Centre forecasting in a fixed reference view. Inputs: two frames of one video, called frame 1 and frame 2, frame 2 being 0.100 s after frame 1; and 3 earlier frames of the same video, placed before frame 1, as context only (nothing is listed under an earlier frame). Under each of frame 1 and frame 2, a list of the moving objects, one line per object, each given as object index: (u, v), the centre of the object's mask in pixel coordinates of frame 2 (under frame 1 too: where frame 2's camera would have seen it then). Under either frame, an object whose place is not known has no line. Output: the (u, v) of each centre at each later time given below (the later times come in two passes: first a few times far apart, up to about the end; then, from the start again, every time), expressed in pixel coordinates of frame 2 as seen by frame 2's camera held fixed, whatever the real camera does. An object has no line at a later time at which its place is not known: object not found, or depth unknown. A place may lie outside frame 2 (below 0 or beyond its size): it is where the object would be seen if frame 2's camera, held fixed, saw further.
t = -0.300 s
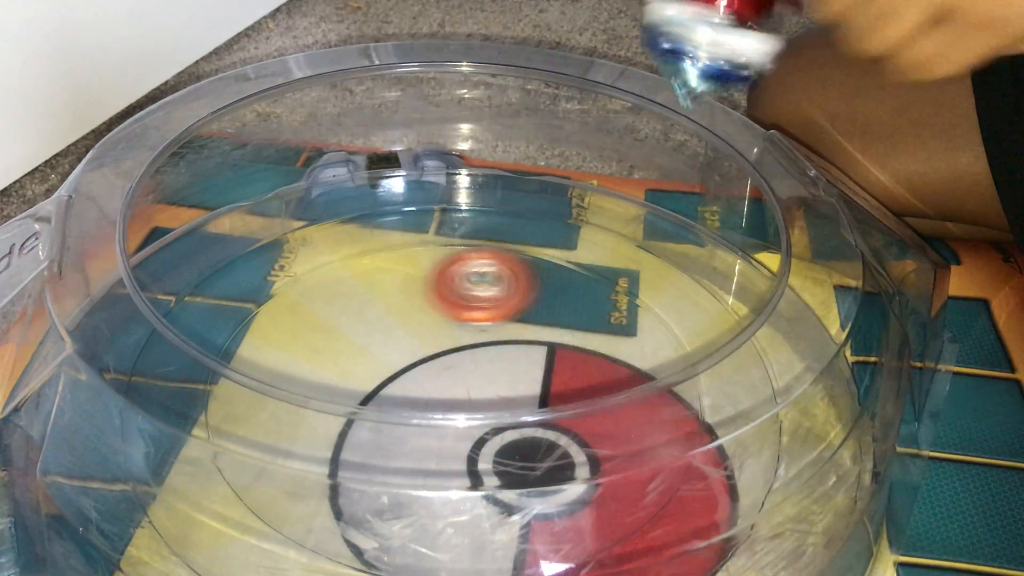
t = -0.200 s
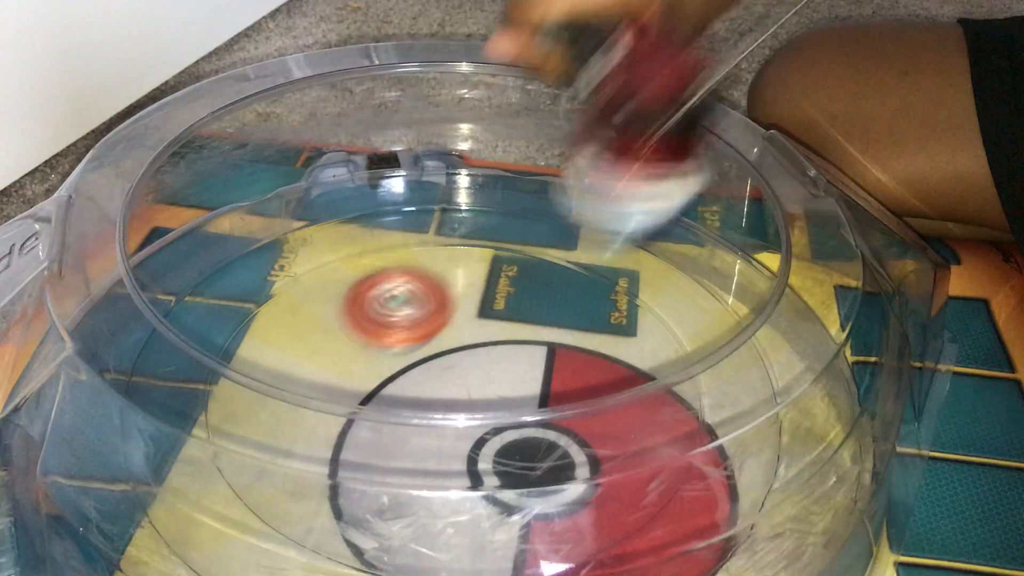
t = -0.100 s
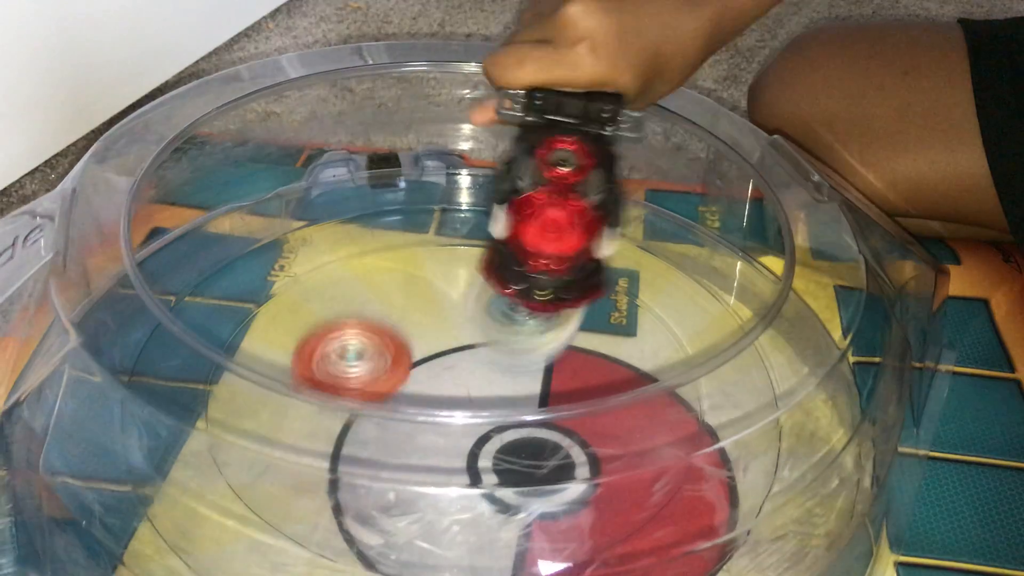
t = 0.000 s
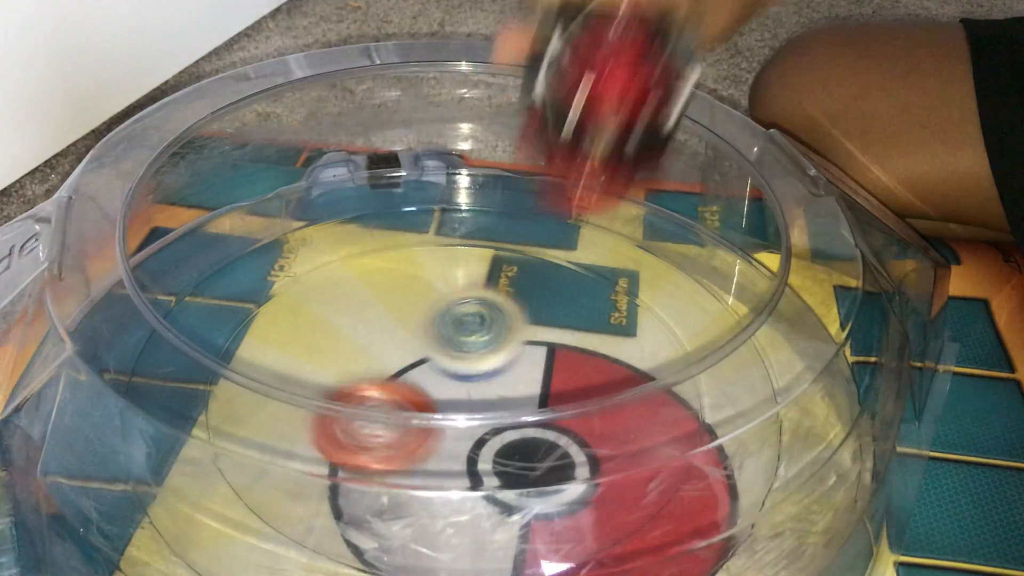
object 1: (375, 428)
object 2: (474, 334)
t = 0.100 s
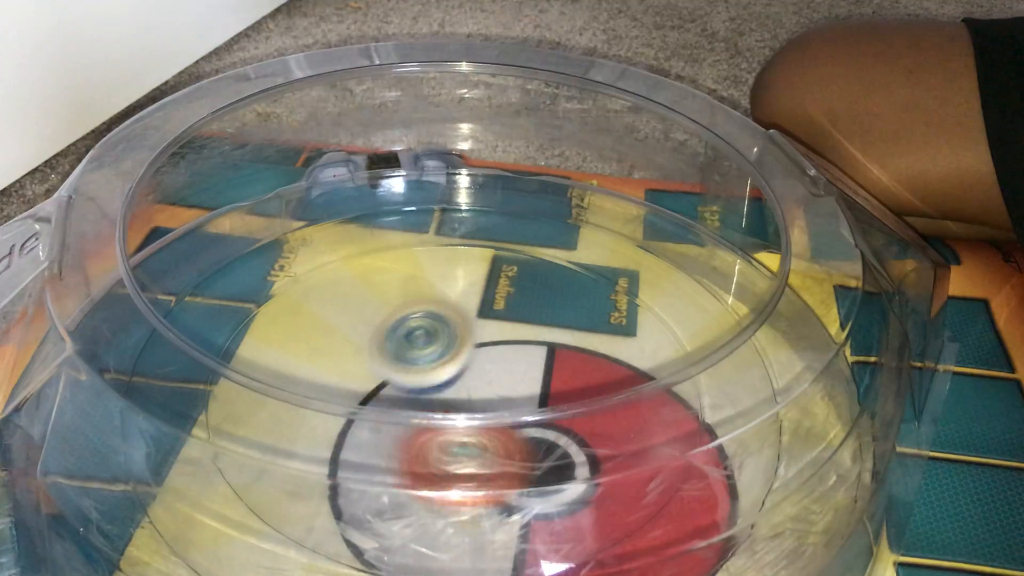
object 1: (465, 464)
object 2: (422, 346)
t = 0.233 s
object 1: (589, 435)
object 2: (401, 376)
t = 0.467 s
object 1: (572, 310)
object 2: (513, 431)
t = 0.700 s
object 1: (368, 313)
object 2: (587, 364)
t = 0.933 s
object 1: (373, 441)
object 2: (433, 349)
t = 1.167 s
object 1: (564, 405)
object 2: (350, 434)
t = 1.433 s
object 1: (466, 299)
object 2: (528, 475)
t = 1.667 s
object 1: (368, 363)
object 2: (551, 355)
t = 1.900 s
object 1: (495, 407)
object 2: (366, 309)
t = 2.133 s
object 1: (506, 343)
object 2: (269, 402)
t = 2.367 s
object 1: (436, 348)
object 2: (485, 476)
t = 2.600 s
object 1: (443, 382)
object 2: (584, 333)
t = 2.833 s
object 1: (490, 382)
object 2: (450, 252)
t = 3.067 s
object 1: (484, 364)
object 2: (328, 321)
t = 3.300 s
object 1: (457, 357)
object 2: (444, 469)
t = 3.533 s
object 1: (447, 371)
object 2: (617, 406)
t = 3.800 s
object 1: (479, 376)
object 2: (535, 299)
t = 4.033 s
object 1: (491, 372)
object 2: (357, 337)
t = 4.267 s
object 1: (470, 371)
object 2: (400, 460)
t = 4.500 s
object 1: (447, 365)
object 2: (572, 425)
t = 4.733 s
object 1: (432, 374)
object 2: (511, 324)
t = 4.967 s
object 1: (435, 411)
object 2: (397, 303)
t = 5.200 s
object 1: (506, 384)
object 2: (368, 377)
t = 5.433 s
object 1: (557, 331)
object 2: (494, 411)
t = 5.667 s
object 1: (581, 219)
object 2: (486, 383)
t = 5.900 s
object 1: (600, 207)
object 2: (412, 371)
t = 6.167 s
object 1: (644, 246)
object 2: (486, 426)
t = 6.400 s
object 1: (689, 306)
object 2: (503, 341)
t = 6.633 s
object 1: (606, 362)
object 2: (387, 345)
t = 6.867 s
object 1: (541, 373)
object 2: (361, 427)
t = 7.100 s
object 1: (478, 365)
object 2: (453, 459)
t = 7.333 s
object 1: (432, 284)
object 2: (521, 411)
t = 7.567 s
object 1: (349, 212)
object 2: (516, 398)
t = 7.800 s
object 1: (314, 169)
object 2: (500, 382)
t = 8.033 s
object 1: (368, 196)
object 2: (418, 364)
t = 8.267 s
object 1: (432, 266)
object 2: (432, 413)
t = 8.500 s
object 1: (444, 359)
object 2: (533, 411)
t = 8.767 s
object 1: (417, 388)
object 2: (513, 355)
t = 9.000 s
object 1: (361, 390)
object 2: (440, 350)
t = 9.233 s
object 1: (349, 376)
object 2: (477, 369)
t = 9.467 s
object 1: (425, 360)
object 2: (541, 359)
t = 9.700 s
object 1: (478, 349)
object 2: (584, 376)
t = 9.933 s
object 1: (438, 356)
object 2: (595, 439)
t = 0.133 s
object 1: (502, 465)
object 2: (410, 356)
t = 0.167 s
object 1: (533, 462)
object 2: (402, 363)
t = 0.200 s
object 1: (562, 453)
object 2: (401, 369)
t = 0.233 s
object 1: (589, 435)
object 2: (401, 376)
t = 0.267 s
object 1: (609, 415)
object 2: (406, 394)
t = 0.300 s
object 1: (621, 396)
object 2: (419, 407)
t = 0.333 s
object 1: (625, 377)
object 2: (429, 416)
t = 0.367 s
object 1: (620, 353)
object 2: (449, 424)
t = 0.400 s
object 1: (611, 340)
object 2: (471, 431)
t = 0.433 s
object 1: (594, 324)
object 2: (492, 433)
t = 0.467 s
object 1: (572, 310)
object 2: (513, 431)
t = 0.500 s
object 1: (545, 297)
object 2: (532, 427)
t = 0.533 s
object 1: (517, 291)
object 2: (549, 420)
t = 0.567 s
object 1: (487, 287)
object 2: (567, 405)
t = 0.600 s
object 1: (454, 287)
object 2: (581, 399)
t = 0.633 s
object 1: (420, 292)
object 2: (588, 389)
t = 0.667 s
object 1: (392, 300)
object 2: (590, 378)
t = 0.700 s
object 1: (368, 313)
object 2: (587, 364)
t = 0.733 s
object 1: (347, 328)
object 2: (578, 357)
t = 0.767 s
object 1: (332, 347)
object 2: (563, 348)
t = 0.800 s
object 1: (327, 363)
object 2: (543, 342)
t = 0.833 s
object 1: (326, 387)
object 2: (518, 339)
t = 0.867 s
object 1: (334, 407)
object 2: (491, 342)
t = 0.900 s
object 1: (349, 425)
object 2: (462, 345)
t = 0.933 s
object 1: (373, 441)
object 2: (433, 349)
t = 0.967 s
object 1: (400, 457)
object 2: (406, 358)
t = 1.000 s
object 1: (436, 461)
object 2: (380, 365)
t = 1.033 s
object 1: (471, 461)
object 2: (365, 375)
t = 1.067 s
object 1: (504, 457)
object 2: (352, 390)
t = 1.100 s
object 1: (531, 452)
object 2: (344, 403)
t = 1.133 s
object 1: (552, 425)
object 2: (343, 419)
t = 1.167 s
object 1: (564, 405)
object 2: (350, 434)
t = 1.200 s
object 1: (566, 377)
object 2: (363, 451)
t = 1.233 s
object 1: (572, 366)
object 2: (383, 465)
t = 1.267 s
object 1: (566, 350)
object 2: (400, 471)
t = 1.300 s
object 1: (553, 335)
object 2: (424, 479)
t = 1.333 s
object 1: (537, 320)
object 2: (451, 485)
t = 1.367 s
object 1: (515, 308)
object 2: (474, 485)
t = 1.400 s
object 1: (492, 302)
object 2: (513, 481)
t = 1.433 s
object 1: (466, 299)
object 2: (528, 475)
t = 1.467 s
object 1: (439, 299)
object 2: (541, 469)
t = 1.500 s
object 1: (413, 303)
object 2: (561, 458)
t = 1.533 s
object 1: (395, 310)
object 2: (574, 443)
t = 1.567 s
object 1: (379, 320)
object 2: (582, 415)
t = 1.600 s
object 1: (369, 333)
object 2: (581, 387)
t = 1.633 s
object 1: (365, 348)
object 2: (566, 370)
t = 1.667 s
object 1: (368, 363)
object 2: (551, 355)
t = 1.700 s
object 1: (378, 374)
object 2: (528, 337)
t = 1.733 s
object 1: (394, 383)
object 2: (502, 324)
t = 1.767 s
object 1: (410, 402)
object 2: (478, 315)
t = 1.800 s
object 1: (431, 411)
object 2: (450, 309)
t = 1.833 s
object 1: (454, 413)
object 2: (420, 306)
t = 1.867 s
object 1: (477, 412)
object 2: (393, 306)
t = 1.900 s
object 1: (495, 407)
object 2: (366, 309)
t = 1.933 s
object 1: (508, 398)
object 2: (340, 314)
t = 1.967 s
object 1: (516, 382)
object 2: (319, 322)
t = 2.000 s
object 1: (522, 375)
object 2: (298, 335)
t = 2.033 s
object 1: (524, 368)
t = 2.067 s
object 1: (521, 358)
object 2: (272, 366)
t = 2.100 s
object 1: (514, 350)
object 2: (266, 384)
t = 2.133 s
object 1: (506, 343)
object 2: (269, 402)
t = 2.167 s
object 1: (496, 339)
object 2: (277, 427)
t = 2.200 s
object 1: (485, 337)
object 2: (302, 449)
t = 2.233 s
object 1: (474, 336)
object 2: (329, 462)
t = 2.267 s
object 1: (463, 337)
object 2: (366, 474)
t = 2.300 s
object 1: (453, 340)
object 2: (401, 477)
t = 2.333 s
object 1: (444, 343)
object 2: (445, 480)
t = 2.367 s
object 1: (436, 348)
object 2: (485, 476)
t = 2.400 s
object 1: (431, 355)
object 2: (530, 467)
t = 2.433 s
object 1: (427, 361)
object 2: (550, 450)
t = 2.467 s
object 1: (426, 368)
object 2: (571, 426)
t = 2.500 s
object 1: (428, 373)
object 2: (590, 396)
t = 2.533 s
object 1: (431, 377)
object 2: (593, 376)
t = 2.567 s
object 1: (437, 380)
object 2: (591, 352)
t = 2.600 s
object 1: (443, 382)
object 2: (584, 333)
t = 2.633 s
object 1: (450, 384)
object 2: (573, 313)
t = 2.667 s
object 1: (458, 385)
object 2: (559, 299)
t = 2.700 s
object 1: (465, 386)
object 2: (541, 284)
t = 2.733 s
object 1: (473, 385)
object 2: (520, 272)
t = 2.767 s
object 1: (479, 384)
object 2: (497, 262)
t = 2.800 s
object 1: (485, 383)
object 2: (474, 255)
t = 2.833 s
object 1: (490, 382)
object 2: (450, 252)
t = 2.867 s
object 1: (493, 380)
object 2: (426, 252)
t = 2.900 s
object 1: (495, 378)
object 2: (405, 255)
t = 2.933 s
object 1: (496, 375)
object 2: (383, 261)
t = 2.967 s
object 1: (495, 373)
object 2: (364, 270)
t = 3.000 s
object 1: (493, 370)
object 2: (347, 285)
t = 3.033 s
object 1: (489, 366)
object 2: (334, 303)
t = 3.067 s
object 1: (484, 364)
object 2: (328, 321)
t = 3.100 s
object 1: (477, 362)
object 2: (328, 346)
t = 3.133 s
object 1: (471, 361)
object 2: (331, 369)
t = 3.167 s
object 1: (463, 361)
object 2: (342, 393)
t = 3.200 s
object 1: (457, 361)
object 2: (364, 417)
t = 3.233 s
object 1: (456, 360)
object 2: (386, 440)
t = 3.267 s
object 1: (458, 358)
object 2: (413, 463)
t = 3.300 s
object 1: (457, 357)
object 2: (444, 469)
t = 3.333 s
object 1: (455, 358)
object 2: (479, 472)
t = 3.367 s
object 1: (453, 358)
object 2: (518, 472)
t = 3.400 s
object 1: (450, 360)
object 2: (536, 468)
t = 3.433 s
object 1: (448, 362)
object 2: (562, 459)
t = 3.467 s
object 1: (447, 365)
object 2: (586, 436)
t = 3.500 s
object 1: (446, 368)
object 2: (605, 422)
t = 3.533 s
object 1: (447, 371)
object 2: (617, 406)
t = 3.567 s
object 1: (449, 373)
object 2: (626, 388)
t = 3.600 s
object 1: (451, 374)
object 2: (627, 370)
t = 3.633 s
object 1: (455, 376)
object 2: (623, 350)
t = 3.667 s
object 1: (460, 377)
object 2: (618, 339)
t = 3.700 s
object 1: (465, 377)
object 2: (601, 325)
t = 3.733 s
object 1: (470, 377)
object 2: (581, 312)
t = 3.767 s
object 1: (475, 377)
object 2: (559, 303)
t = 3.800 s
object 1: (479, 376)
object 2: (535, 299)
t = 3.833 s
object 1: (482, 374)
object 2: (507, 296)
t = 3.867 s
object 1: (485, 372)
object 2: (479, 299)
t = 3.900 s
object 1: (486, 370)
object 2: (449, 304)
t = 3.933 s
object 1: (488, 371)
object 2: (418, 311)
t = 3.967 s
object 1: (489, 372)
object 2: (396, 317)
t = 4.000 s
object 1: (490, 372)
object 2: (375, 326)
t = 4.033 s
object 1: (491, 372)
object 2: (357, 337)
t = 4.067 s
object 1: (490, 371)
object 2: (346, 353)
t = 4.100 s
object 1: (488, 370)
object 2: (338, 373)
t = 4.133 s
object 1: (486, 370)
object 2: (339, 390)
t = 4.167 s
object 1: (483, 369)
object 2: (344, 410)
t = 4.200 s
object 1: (479, 369)
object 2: (357, 428)
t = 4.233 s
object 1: (474, 369)
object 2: (379, 439)
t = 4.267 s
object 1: (470, 371)
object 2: (400, 460)
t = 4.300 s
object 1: (465, 372)
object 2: (429, 467)
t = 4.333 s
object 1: (461, 374)
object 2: (464, 468)
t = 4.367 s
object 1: (458, 376)
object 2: (493, 467)
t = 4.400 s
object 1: (455, 373)
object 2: (522, 464)
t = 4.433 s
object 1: (453, 369)
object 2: (542, 463)
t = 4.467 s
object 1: (451, 367)
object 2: (561, 445)
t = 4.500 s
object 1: (447, 365)
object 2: (572, 425)
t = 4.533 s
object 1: (442, 365)
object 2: (578, 404)
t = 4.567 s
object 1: (438, 365)
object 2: (582, 384)
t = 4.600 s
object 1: (434, 366)
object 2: (571, 369)
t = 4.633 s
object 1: (431, 368)
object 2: (561, 358)
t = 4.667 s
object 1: (430, 370)
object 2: (546, 343)
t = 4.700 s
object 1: (430, 372)
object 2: (528, 332)
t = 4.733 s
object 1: (432, 374)
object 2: (511, 324)
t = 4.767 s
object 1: (434, 376)
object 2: (491, 317)
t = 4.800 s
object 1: (428, 382)
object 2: (477, 308)
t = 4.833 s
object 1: (423, 386)
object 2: (463, 300)
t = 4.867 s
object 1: (421, 401)
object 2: (448, 296)
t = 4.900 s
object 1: (422, 407)
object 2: (432, 295)
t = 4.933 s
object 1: (427, 410)
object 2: (414, 298)
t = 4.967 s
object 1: (435, 411)
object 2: (397, 303)
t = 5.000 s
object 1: (445, 411)
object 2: (381, 309)
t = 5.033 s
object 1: (454, 409)
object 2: (370, 318)
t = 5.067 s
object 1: (461, 404)
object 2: (359, 331)
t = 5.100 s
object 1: (467, 401)
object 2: (358, 348)
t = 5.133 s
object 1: (471, 388)
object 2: (361, 363)
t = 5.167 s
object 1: (487, 386)
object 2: (361, 372)
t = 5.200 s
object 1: (506, 384)
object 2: (368, 377)
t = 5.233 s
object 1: (518, 382)
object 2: (376, 399)
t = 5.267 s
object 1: (528, 377)
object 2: (392, 410)
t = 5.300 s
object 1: (534, 372)
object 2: (419, 423)
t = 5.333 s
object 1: (539, 366)
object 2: (443, 425)
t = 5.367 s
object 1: (551, 353)
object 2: (460, 427)
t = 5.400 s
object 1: (556, 341)
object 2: (479, 425)
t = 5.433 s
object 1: (557, 331)
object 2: (494, 411)
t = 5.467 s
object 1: (556, 322)
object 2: (505, 406)
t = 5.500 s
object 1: (569, 297)
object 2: (502, 406)
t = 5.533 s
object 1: (577, 271)
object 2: (497, 406)
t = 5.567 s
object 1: (583, 251)
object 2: (492, 404)
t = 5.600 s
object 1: (585, 236)
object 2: (490, 399)
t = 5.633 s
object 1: (582, 227)
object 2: (488, 393)
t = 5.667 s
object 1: (581, 219)
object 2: (486, 383)
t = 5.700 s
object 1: (583, 213)
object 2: (479, 378)
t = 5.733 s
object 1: (587, 208)
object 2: (469, 373)
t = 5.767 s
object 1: (593, 204)
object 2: (459, 369)
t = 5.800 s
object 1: (601, 200)
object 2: (447, 366)
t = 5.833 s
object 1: (605, 199)
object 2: (435, 366)
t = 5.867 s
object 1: (604, 204)
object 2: (422, 367)
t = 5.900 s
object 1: (600, 207)
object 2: (412, 371)
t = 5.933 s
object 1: (599, 212)
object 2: (405, 376)
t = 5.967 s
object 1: (601, 215)
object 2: (403, 378)
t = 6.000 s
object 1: (605, 219)
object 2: (404, 397)
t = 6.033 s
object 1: (610, 223)
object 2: (413, 411)
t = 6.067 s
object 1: (617, 228)
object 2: (423, 413)
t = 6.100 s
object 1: (626, 233)
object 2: (443, 428)
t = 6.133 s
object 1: (635, 240)
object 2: (465, 429)
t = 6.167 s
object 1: (644, 246)
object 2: (486, 426)
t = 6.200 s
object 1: (653, 252)
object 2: (502, 412)
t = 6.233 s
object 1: (662, 260)
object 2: (516, 401)
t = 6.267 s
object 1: (669, 268)
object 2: (524, 381)
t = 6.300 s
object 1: (675, 277)
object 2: (525, 374)
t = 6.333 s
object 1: (680, 286)
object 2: (522, 363)
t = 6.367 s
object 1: (685, 295)
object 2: (514, 351)
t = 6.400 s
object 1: (689, 306)
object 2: (503, 341)
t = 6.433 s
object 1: (690, 315)
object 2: (488, 333)
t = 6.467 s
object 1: (686, 323)
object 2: (470, 326)
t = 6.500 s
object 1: (677, 332)
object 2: (451, 322)
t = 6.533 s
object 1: (664, 340)
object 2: (433, 323)
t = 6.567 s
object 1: (647, 348)
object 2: (413, 326)
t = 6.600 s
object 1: (628, 354)
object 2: (399, 333)
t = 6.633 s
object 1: (606, 362)
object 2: (387, 345)
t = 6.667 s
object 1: (585, 367)
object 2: (376, 355)
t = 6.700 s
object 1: (563, 372)
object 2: (373, 368)
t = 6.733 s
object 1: (542, 376)
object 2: (374, 384)
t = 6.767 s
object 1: (520, 379)
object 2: (383, 399)
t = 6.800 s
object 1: (511, 380)
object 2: (386, 410)
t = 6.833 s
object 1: (530, 376)
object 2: (368, 420)
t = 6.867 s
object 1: (541, 373)
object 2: (361, 427)
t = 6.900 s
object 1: (543, 371)
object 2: (362, 435)
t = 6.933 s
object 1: (540, 369)
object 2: (370, 442)
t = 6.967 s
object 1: (532, 368)
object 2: (382, 456)
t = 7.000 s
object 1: (519, 366)
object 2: (396, 461)
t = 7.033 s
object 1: (506, 365)
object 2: (415, 465)
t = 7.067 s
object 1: (492, 364)
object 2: (434, 464)
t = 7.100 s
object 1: (478, 365)
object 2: (453, 459)
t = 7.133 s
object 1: (466, 363)
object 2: (472, 455)
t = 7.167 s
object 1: (458, 346)
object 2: (485, 456)
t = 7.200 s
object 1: (451, 325)
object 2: (498, 456)
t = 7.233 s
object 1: (444, 307)
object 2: (507, 452)
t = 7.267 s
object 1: (439, 294)
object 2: (513, 440)
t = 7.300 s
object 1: (435, 287)
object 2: (520, 426)
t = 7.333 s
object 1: (432, 284)
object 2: (521, 411)
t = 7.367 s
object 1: (429, 284)
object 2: (520, 396)
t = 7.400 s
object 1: (425, 287)
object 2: (515, 380)
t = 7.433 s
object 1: (424, 290)
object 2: (507, 375)
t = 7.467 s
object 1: (422, 295)
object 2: (499, 367)
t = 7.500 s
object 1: (397, 263)
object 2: (506, 376)
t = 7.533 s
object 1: (371, 237)
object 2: (510, 383)
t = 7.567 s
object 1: (349, 212)
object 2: (516, 398)
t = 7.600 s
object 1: (331, 197)
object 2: (516, 406)
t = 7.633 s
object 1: (322, 182)
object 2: (513, 410)
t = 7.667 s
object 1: (316, 182)
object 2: (510, 410)
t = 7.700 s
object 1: (311, 176)
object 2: (508, 408)
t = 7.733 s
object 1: (308, 169)
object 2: (506, 403)
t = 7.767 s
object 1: (309, 167)
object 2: (504, 393)
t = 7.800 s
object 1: (314, 169)
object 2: (500, 382)
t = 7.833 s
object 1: (320, 173)
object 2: (494, 378)
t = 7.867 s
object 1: (326, 176)
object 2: (482, 373)
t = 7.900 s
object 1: (333, 179)
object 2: (473, 367)
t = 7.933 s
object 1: (340, 182)
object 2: (459, 363)
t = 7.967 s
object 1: (348, 184)
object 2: (446, 361)
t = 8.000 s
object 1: (358, 188)
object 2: (433, 361)
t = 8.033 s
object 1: (368, 196)
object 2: (418, 364)
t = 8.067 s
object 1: (377, 202)
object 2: (407, 368)
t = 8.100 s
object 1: (386, 207)
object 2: (399, 372)
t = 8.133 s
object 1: (396, 212)
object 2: (397, 378)
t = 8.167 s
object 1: (407, 220)
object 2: (399, 392)
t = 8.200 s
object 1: (416, 232)
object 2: (405, 401)
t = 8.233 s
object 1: (424, 248)
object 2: (416, 412)
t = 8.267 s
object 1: (432, 266)
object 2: (432, 413)
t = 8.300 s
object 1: (439, 287)
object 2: (449, 414)
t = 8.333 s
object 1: (443, 310)
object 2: (467, 414)
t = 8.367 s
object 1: (447, 330)
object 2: (482, 412)
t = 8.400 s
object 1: (449, 336)
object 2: (497, 413)
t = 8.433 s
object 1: (448, 344)
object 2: (510, 412)
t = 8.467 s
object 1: (446, 352)
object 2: (522, 411)
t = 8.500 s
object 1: (444, 359)
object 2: (533, 411)
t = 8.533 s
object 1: (438, 365)
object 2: (546, 405)
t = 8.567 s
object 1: (433, 371)
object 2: (555, 397)
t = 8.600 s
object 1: (429, 376)
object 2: (557, 387)
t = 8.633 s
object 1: (427, 380)
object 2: (554, 377)
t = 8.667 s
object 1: (425, 383)
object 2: (547, 371)
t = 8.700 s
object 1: (425, 385)
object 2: (537, 366)
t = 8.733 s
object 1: (422, 387)
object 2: (525, 361)
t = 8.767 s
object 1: (417, 388)
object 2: (513, 355)
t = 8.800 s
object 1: (411, 389)
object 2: (500, 352)
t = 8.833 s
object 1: (405, 390)
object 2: (487, 349)
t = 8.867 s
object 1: (391, 392)
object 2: (477, 346)
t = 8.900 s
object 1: (382, 392)
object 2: (466, 346)
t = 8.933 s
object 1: (377, 392)
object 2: (454, 348)
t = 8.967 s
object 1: (373, 392)
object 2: (443, 350)
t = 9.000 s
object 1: (361, 390)
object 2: (440, 350)
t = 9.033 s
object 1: (351, 389)
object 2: (442, 352)
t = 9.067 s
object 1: (347, 395)
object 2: (443, 353)
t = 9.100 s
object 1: (347, 393)
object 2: (445, 356)
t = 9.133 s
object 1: (349, 391)
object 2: (446, 359)
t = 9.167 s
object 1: (352, 383)
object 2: (449, 364)
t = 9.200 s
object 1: (350, 379)
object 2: (459, 367)
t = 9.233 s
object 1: (349, 376)
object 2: (477, 369)
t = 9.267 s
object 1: (353, 372)
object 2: (493, 370)
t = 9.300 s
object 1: (358, 368)
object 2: (505, 370)
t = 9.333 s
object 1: (367, 366)
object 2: (514, 368)
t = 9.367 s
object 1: (379, 364)
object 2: (523, 366)
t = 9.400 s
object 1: (393, 362)
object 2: (531, 363)
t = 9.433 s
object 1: (408, 360)
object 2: (536, 361)
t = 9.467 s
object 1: (425, 360)
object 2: (541, 359)
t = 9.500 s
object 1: (436, 358)
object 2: (550, 358)
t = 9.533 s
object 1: (439, 349)
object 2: (563, 360)
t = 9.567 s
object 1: (443, 345)
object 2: (571, 362)
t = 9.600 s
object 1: (451, 342)
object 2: (576, 363)
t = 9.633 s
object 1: (459, 342)
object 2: (581, 363)
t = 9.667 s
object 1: (468, 346)
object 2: (583, 365)
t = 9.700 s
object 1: (478, 349)
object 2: (584, 376)
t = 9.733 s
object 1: (480, 352)
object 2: (588, 382)
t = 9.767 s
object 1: (481, 354)
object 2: (590, 389)
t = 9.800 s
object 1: (484, 356)
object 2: (590, 393)
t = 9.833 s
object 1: (481, 360)
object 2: (589, 401)
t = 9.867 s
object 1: (467, 357)
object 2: (593, 415)
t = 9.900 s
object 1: (451, 352)
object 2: (595, 429)
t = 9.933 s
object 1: (438, 356)
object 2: (595, 439)
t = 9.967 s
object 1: (428, 354)
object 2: (592, 442)
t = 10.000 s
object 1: (418, 357)
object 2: (586, 446)
